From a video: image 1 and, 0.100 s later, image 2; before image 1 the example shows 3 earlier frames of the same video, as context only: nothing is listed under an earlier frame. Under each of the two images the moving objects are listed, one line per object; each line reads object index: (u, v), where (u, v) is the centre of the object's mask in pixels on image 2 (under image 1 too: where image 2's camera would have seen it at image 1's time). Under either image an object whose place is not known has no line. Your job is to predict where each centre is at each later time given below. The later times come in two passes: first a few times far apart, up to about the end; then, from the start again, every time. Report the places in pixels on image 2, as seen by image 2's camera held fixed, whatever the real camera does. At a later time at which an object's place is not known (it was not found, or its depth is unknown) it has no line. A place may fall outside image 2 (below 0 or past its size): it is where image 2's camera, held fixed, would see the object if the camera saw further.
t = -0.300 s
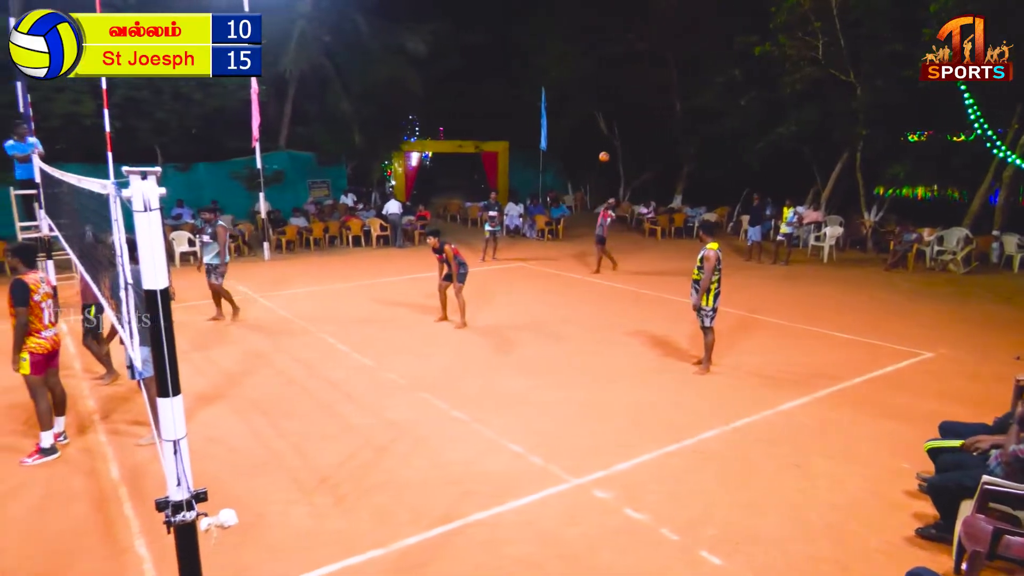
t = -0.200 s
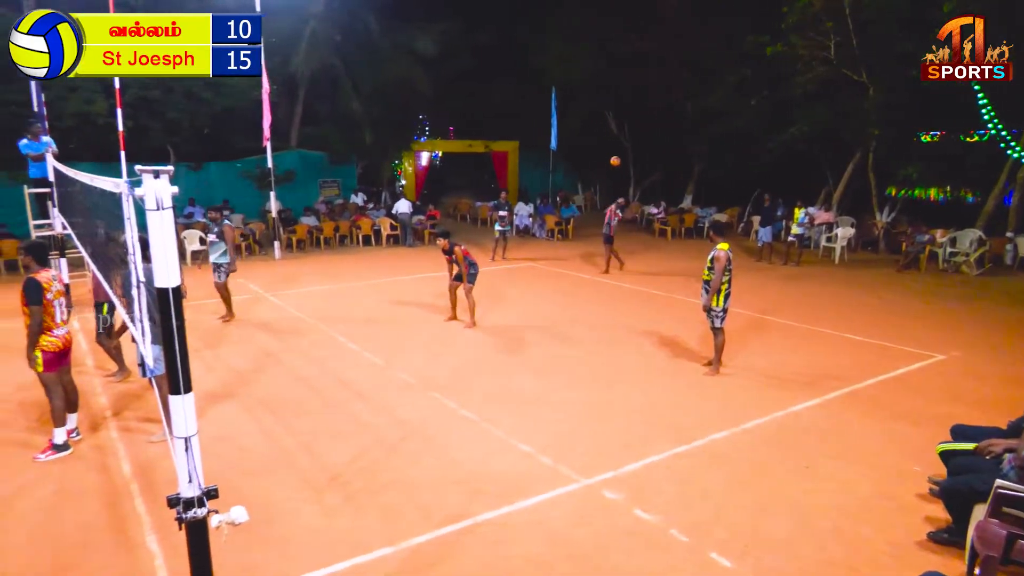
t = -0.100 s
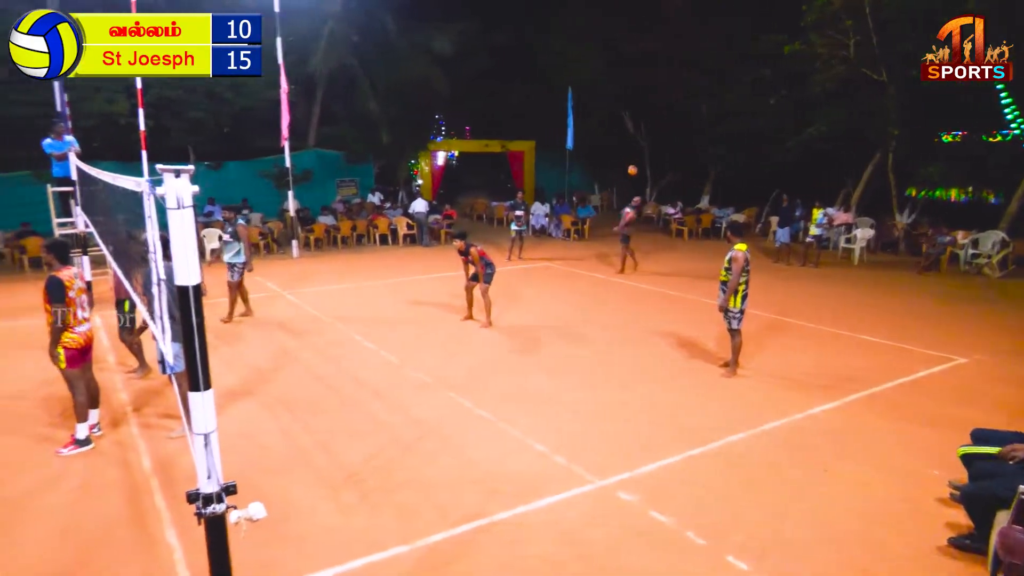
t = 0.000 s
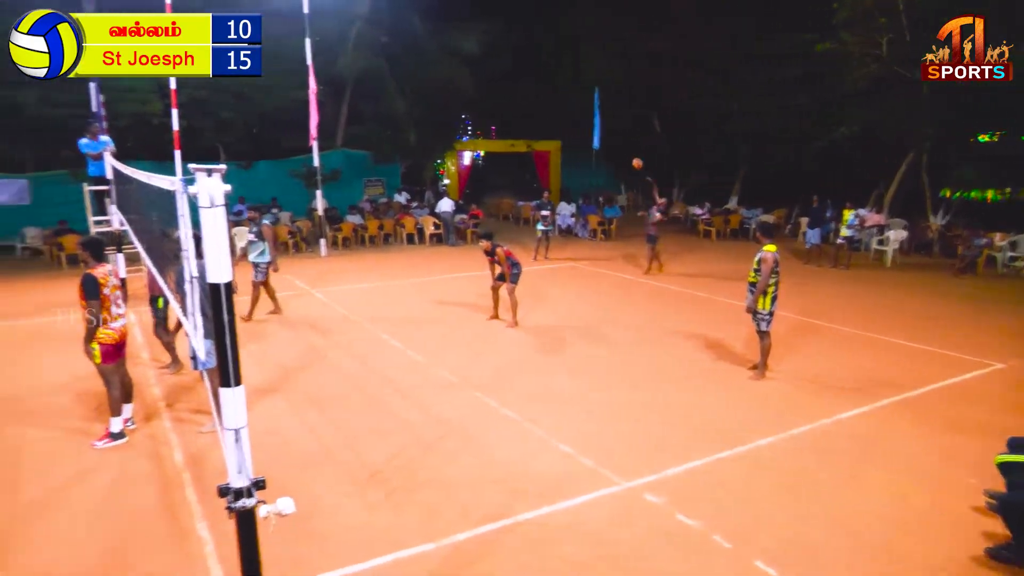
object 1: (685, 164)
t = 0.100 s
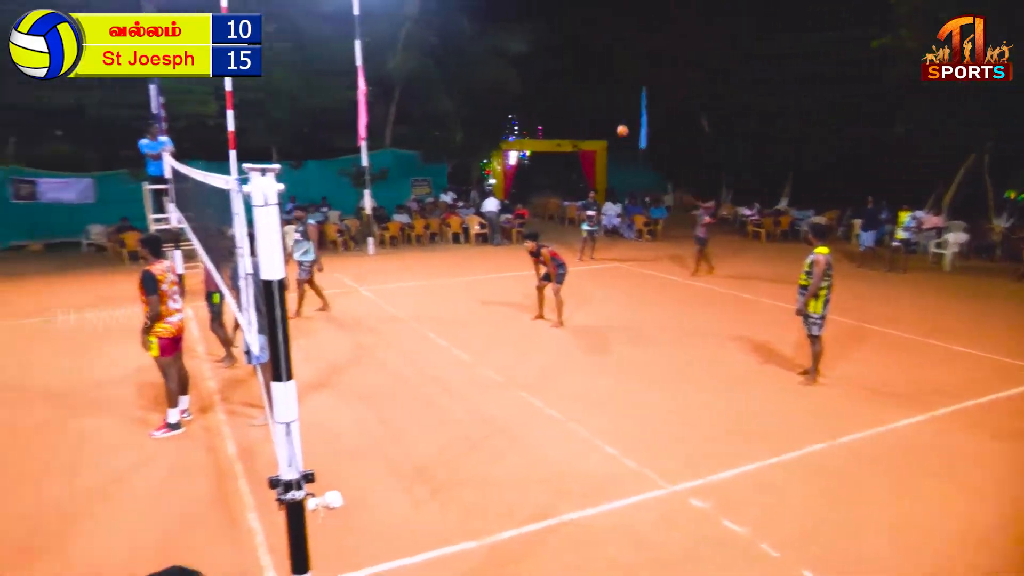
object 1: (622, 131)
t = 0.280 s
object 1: (492, 82)
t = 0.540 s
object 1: (254, 45)
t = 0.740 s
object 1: (26, 57)
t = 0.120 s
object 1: (609, 125)
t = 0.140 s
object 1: (596, 119)
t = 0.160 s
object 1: (582, 113)
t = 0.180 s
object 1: (568, 107)
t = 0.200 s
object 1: (553, 101)
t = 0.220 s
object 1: (538, 96)
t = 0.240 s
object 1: (523, 91)
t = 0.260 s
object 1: (508, 86)
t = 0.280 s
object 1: (492, 82)
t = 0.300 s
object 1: (476, 78)
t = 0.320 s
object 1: (460, 73)
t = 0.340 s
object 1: (443, 69)
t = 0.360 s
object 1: (426, 65)
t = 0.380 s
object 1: (408, 61)
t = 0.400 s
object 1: (390, 59)
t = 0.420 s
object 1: (372, 56)
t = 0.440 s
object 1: (353, 54)
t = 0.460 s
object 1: (335, 52)
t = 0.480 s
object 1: (316, 49)
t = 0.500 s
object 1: (296, 48)
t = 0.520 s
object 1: (275, 46)
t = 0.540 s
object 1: (254, 45)
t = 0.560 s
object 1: (239, 44)
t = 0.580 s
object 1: (211, 44)
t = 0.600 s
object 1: (189, 44)
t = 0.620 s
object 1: (170, 45)
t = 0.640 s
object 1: (145, 45)
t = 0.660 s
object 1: (124, 47)
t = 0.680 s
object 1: (101, 49)
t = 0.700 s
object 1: (76, 51)
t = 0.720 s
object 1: (51, 53)
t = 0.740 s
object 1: (26, 57)
